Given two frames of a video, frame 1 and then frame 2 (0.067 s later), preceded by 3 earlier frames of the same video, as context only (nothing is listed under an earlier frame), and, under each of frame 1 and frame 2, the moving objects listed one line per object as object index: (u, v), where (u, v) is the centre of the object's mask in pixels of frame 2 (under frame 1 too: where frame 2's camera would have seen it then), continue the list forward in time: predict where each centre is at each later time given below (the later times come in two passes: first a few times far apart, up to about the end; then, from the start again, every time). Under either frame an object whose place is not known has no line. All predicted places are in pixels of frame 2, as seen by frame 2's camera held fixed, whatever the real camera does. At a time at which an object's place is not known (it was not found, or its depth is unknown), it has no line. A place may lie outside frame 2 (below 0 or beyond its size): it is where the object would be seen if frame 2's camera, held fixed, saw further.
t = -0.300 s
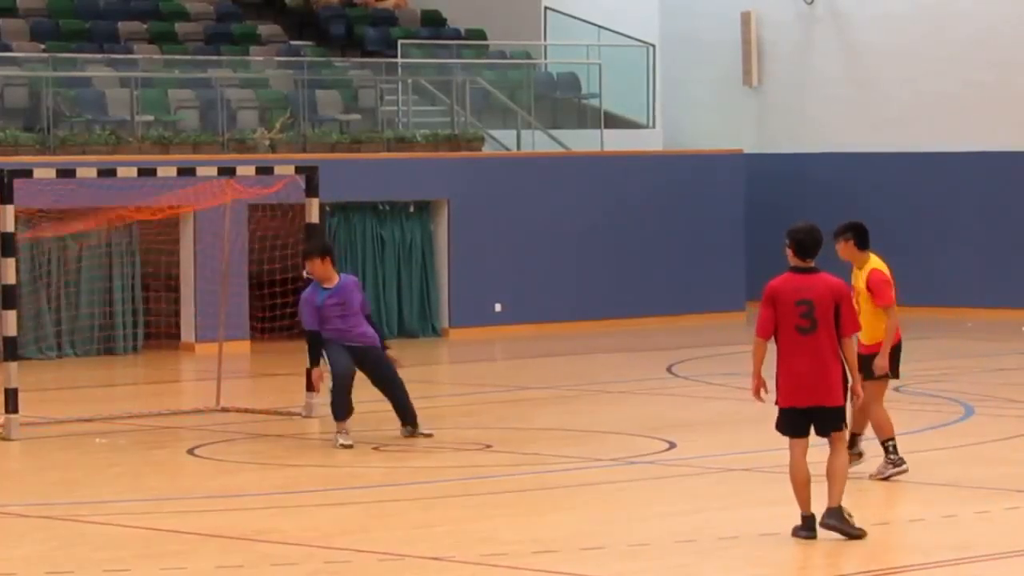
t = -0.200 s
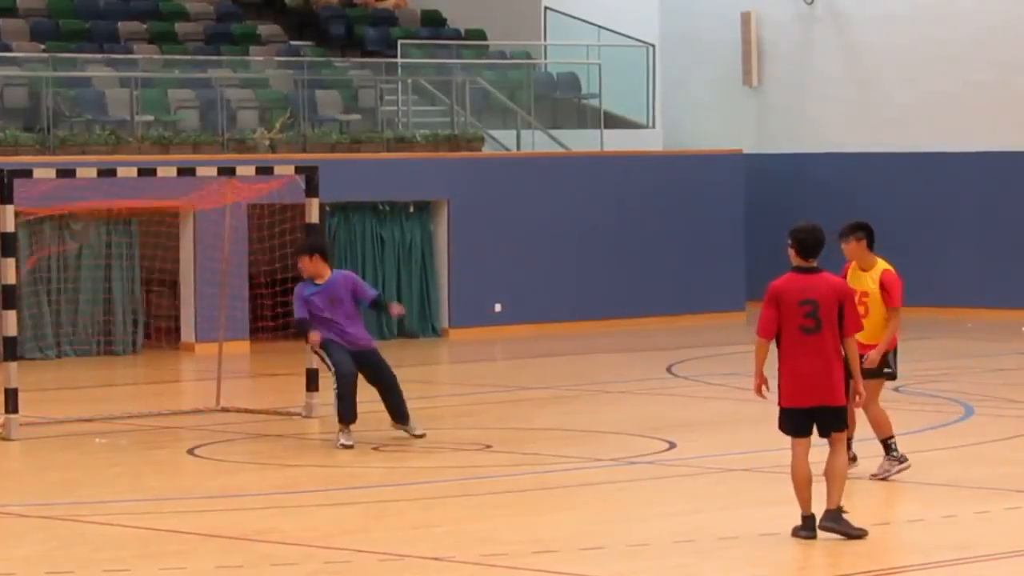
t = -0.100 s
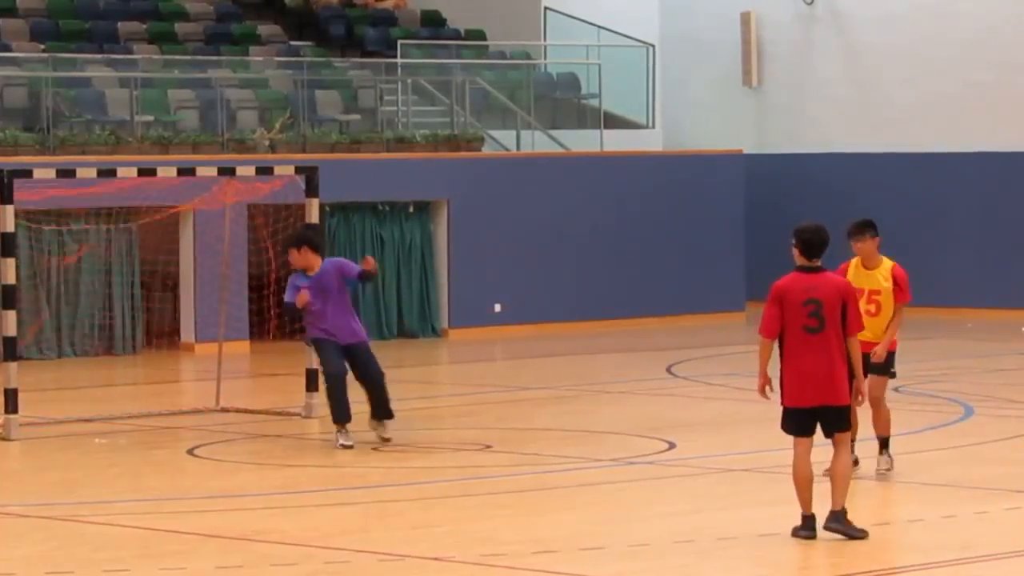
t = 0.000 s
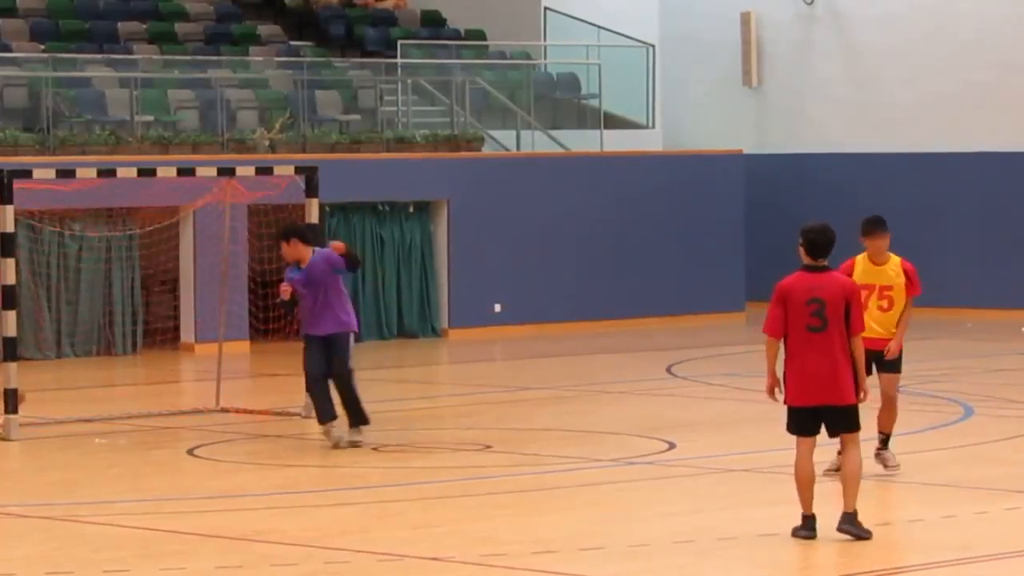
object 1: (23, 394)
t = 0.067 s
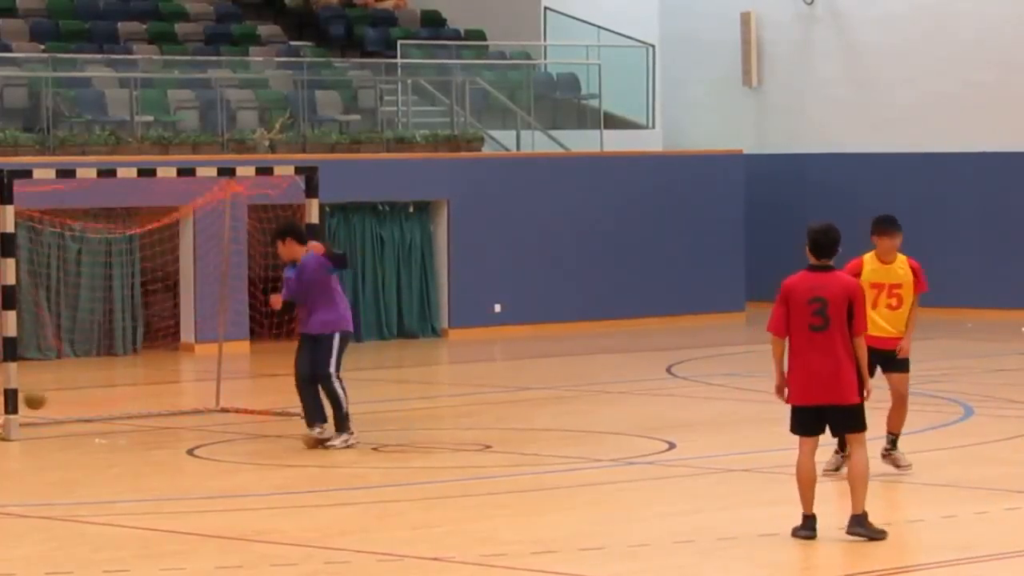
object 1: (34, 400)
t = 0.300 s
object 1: (110, 404)
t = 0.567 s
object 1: (188, 407)
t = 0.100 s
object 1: (44, 403)
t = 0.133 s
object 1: (55, 407)
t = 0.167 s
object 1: (67, 409)
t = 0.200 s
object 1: (78, 408)
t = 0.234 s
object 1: (87, 409)
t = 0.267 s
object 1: (97, 404)
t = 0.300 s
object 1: (110, 404)
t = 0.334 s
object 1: (120, 401)
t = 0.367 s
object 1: (130, 404)
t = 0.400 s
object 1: (140, 400)
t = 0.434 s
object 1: (148, 404)
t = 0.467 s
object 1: (158, 410)
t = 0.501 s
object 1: (168, 414)
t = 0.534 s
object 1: (177, 410)
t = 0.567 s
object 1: (188, 407)
